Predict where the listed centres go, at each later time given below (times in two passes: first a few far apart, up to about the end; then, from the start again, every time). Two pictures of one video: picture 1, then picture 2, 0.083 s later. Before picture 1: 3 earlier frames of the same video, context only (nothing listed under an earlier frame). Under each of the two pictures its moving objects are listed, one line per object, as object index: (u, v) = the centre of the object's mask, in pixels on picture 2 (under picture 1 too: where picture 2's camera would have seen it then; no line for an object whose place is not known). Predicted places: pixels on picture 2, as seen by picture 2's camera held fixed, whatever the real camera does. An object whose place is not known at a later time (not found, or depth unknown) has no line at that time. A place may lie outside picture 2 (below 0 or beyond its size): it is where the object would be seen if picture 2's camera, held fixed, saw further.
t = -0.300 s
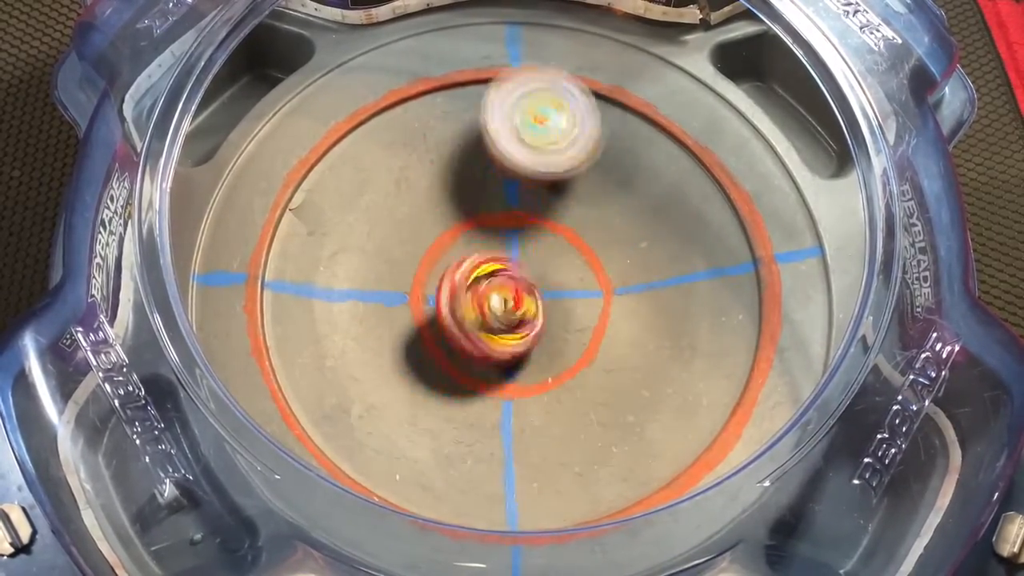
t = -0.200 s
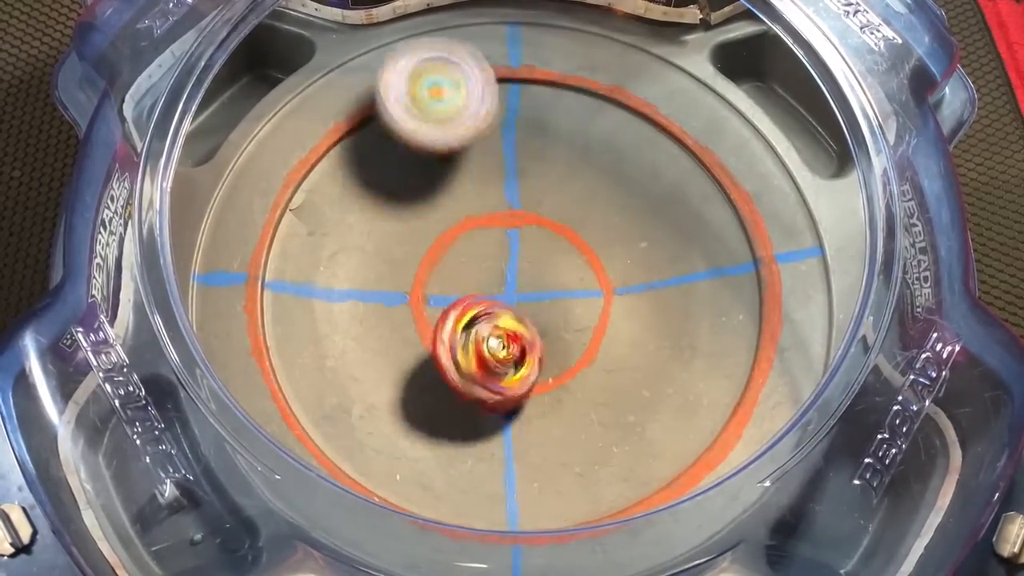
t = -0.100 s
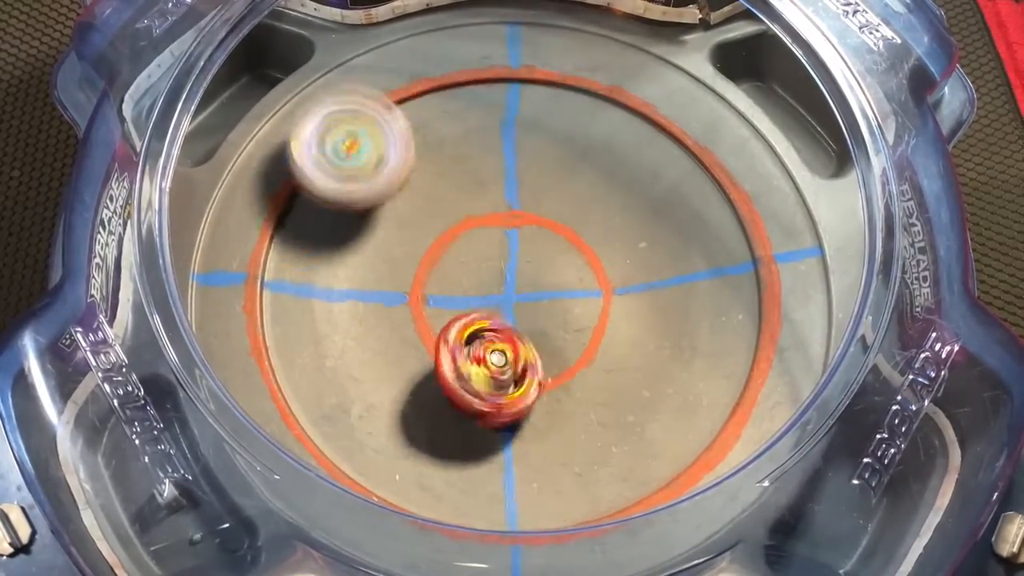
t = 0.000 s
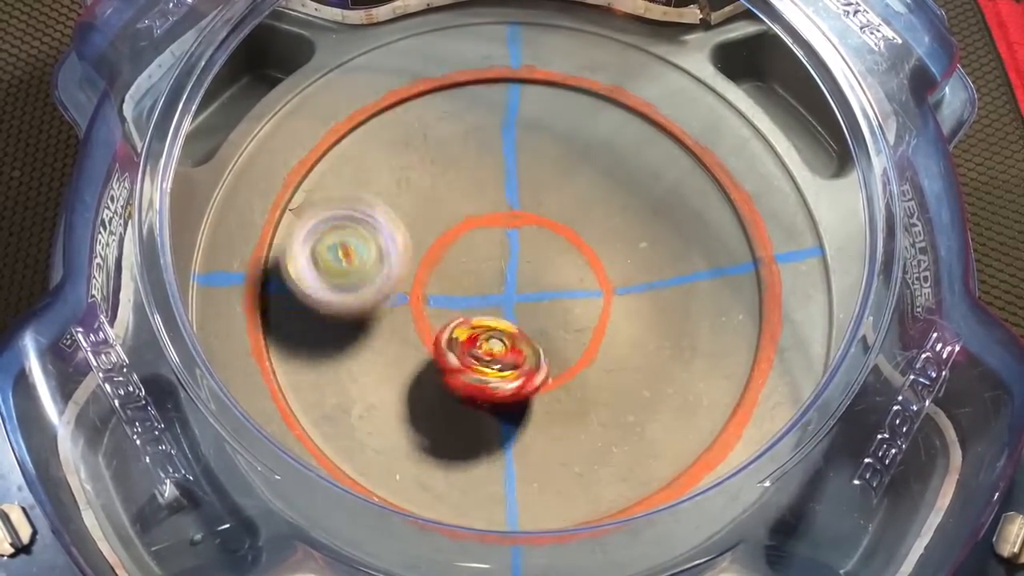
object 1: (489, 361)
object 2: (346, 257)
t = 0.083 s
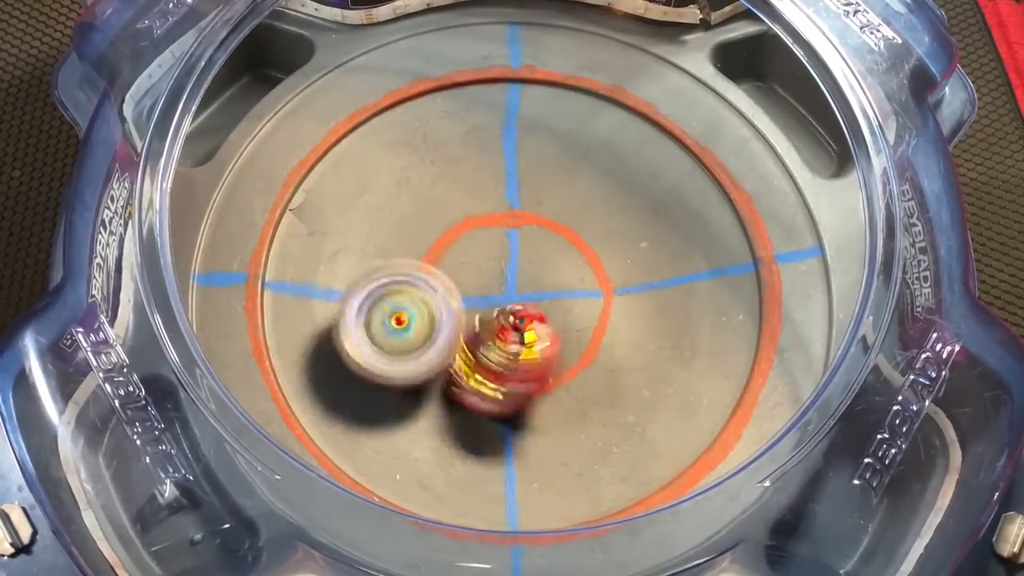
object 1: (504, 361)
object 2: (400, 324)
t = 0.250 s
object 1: (639, 384)
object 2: (537, 324)
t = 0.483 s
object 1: (657, 387)
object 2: (475, 148)
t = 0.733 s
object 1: (582, 324)
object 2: (396, 301)
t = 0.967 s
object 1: (722, 313)
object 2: (525, 320)
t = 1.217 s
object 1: (647, 335)
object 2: (441, 248)
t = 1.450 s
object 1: (637, 304)
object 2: (526, 328)
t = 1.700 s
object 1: (636, 311)
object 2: (436, 255)
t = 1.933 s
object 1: (619, 281)
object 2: (504, 340)
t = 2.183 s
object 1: (640, 270)
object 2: (472, 264)
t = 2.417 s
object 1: (639, 298)
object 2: (478, 318)
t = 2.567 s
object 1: (642, 301)
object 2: (512, 265)
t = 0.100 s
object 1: (524, 367)
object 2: (406, 326)
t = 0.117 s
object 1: (543, 374)
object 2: (413, 327)
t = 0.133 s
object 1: (562, 381)
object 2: (426, 332)
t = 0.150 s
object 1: (578, 385)
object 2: (438, 334)
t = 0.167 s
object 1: (593, 387)
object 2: (455, 337)
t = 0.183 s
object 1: (606, 386)
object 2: (476, 341)
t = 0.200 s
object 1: (618, 385)
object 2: (493, 341)
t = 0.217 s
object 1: (627, 384)
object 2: (510, 338)
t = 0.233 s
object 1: (634, 386)
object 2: (526, 331)
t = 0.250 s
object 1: (639, 384)
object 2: (537, 324)
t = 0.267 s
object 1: (647, 385)
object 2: (544, 311)
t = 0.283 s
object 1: (659, 388)
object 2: (544, 293)
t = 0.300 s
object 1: (669, 390)
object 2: (547, 276)
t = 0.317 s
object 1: (676, 391)
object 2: (548, 260)
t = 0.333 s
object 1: (680, 392)
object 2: (549, 243)
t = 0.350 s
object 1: (684, 394)
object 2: (552, 229)
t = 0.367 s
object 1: (686, 396)
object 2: (550, 213)
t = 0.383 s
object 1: (686, 395)
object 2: (546, 199)
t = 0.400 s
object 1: (683, 395)
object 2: (539, 188)
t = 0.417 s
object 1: (678, 393)
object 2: (529, 176)
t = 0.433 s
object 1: (674, 391)
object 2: (517, 167)
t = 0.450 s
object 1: (669, 390)
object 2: (505, 160)
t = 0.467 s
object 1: (664, 389)
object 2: (489, 153)
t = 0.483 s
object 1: (657, 387)
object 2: (475, 148)
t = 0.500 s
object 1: (650, 386)
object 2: (459, 147)
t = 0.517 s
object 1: (643, 384)
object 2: (443, 147)
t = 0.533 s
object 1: (636, 382)
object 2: (429, 150)
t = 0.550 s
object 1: (627, 380)
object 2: (416, 157)
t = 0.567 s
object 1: (619, 378)
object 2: (400, 164)
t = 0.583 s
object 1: (610, 375)
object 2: (389, 174)
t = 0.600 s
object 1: (603, 372)
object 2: (380, 187)
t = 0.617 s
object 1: (596, 366)
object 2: (373, 201)
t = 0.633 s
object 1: (590, 359)
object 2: (367, 215)
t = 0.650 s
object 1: (587, 352)
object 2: (364, 232)
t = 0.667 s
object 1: (584, 346)
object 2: (365, 247)
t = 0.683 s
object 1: (582, 339)
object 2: (369, 262)
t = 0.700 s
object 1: (581, 333)
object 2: (376, 277)
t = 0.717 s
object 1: (582, 328)
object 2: (384, 290)
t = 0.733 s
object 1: (582, 324)
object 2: (396, 301)
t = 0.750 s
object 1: (584, 320)
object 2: (410, 313)
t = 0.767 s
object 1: (586, 318)
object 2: (426, 322)
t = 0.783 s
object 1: (588, 318)
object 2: (442, 328)
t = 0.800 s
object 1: (591, 317)
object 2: (459, 333)
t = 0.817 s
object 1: (595, 317)
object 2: (474, 337)
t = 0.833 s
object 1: (612, 317)
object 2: (479, 338)
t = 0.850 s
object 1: (636, 315)
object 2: (480, 340)
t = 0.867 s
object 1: (657, 313)
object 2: (486, 343)
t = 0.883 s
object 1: (675, 311)
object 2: (491, 344)
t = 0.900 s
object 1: (688, 310)
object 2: (501, 344)
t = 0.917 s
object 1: (700, 308)
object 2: (511, 340)
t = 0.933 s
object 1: (710, 310)
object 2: (518, 336)
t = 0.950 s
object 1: (718, 311)
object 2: (523, 328)
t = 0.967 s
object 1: (722, 313)
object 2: (525, 320)
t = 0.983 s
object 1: (721, 315)
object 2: (525, 312)
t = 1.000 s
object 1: (719, 318)
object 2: (523, 301)
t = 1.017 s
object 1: (714, 319)
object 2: (521, 290)
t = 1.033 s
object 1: (709, 319)
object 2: (520, 280)
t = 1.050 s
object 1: (703, 319)
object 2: (516, 266)
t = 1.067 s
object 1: (697, 318)
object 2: (511, 256)
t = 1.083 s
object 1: (691, 320)
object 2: (508, 247)
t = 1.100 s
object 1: (685, 321)
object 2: (502, 239)
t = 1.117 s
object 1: (679, 323)
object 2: (496, 234)
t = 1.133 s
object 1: (672, 326)
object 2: (487, 231)
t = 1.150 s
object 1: (666, 328)
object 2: (477, 230)
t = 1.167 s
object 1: (661, 330)
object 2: (469, 232)
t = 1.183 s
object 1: (655, 333)
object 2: (460, 236)
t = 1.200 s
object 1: (651, 334)
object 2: (450, 241)
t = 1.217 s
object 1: (647, 335)
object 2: (441, 248)
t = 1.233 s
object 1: (643, 334)
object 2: (435, 257)
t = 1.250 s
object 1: (640, 333)
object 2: (431, 268)
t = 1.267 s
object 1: (638, 332)
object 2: (428, 279)
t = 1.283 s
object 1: (636, 330)
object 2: (429, 290)
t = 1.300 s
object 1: (634, 328)
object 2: (431, 299)
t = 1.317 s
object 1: (632, 325)
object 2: (437, 309)
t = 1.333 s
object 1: (630, 323)
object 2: (448, 320)
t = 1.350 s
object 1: (629, 320)
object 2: (457, 327)
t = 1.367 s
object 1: (627, 317)
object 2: (468, 333)
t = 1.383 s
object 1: (627, 314)
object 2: (480, 337)
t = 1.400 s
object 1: (627, 311)
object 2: (496, 339)
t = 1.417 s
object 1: (628, 307)
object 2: (511, 338)
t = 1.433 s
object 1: (632, 305)
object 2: (521, 335)
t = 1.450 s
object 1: (637, 304)
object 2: (526, 328)
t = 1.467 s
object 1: (641, 305)
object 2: (527, 322)
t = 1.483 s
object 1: (645, 304)
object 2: (526, 313)
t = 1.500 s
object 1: (647, 305)
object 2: (525, 302)
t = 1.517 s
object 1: (649, 306)
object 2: (522, 293)
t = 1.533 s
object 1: (651, 306)
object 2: (516, 282)
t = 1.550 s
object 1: (651, 306)
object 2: (509, 272)
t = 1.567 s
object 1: (652, 305)
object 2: (504, 260)
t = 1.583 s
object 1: (651, 305)
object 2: (497, 251)
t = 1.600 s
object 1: (651, 306)
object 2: (490, 245)
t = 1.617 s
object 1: (649, 307)
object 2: (481, 242)
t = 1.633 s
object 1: (648, 308)
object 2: (472, 241)
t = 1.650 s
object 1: (646, 308)
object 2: (462, 242)
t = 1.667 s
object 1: (643, 309)
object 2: (452, 245)
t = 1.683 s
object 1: (640, 311)
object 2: (446, 250)
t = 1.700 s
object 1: (636, 311)
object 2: (436, 255)
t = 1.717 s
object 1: (632, 312)
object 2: (430, 265)
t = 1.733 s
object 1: (627, 311)
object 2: (425, 275)
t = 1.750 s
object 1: (624, 309)
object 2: (421, 283)
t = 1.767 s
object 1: (620, 307)
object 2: (419, 292)
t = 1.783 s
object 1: (617, 304)
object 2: (420, 300)
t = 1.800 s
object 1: (615, 300)
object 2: (422, 306)
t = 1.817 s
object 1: (615, 297)
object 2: (427, 315)
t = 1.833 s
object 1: (614, 294)
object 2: (435, 322)
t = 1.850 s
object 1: (614, 290)
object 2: (443, 328)
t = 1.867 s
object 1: (614, 288)
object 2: (455, 335)
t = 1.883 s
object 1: (616, 286)
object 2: (466, 339)
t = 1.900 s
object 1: (617, 283)
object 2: (479, 341)
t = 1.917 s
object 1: (618, 282)
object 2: (490, 342)
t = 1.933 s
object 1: (619, 281)
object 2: (504, 340)
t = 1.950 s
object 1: (622, 280)
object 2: (514, 336)
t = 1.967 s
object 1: (628, 278)
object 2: (517, 332)
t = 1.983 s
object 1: (633, 275)
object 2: (517, 326)
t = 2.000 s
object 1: (637, 273)
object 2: (516, 319)
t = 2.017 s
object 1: (639, 271)
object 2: (514, 311)
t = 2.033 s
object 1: (641, 269)
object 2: (510, 304)
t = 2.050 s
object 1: (643, 268)
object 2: (507, 295)
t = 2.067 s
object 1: (644, 267)
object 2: (503, 288)
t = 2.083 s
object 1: (645, 267)
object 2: (500, 281)
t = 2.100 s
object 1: (646, 266)
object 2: (497, 276)
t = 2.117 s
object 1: (645, 267)
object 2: (492, 271)
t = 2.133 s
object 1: (644, 267)
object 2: (486, 266)
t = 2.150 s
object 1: (643, 267)
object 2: (483, 264)
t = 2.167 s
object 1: (642, 268)
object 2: (477, 263)
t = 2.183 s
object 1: (640, 270)
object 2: (472, 264)
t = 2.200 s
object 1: (638, 271)
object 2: (467, 266)
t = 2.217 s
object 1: (637, 273)
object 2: (462, 269)
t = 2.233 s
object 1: (635, 276)
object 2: (456, 273)
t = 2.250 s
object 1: (633, 279)
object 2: (453, 277)
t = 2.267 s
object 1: (632, 281)
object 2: (451, 282)
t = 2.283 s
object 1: (633, 284)
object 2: (450, 288)
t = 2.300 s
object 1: (633, 287)
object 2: (449, 292)
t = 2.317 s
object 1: (633, 290)
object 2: (450, 296)
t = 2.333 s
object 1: (634, 292)
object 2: (453, 301)
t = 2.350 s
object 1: (635, 294)
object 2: (456, 306)
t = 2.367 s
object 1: (636, 296)
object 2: (460, 310)
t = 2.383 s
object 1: (637, 297)
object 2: (465, 314)
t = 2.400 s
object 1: (638, 298)
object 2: (472, 316)
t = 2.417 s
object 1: (639, 298)
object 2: (478, 318)
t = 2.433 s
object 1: (639, 299)
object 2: (487, 319)
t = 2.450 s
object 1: (640, 299)
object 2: (495, 317)
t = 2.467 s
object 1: (640, 300)
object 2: (501, 314)
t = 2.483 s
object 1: (641, 300)
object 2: (505, 308)
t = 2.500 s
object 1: (641, 300)
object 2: (508, 299)
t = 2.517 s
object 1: (641, 301)
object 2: (510, 289)
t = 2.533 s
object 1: (641, 301)
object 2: (512, 281)
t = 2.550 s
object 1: (642, 301)
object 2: (512, 274)
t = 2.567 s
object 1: (642, 301)
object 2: (512, 265)
